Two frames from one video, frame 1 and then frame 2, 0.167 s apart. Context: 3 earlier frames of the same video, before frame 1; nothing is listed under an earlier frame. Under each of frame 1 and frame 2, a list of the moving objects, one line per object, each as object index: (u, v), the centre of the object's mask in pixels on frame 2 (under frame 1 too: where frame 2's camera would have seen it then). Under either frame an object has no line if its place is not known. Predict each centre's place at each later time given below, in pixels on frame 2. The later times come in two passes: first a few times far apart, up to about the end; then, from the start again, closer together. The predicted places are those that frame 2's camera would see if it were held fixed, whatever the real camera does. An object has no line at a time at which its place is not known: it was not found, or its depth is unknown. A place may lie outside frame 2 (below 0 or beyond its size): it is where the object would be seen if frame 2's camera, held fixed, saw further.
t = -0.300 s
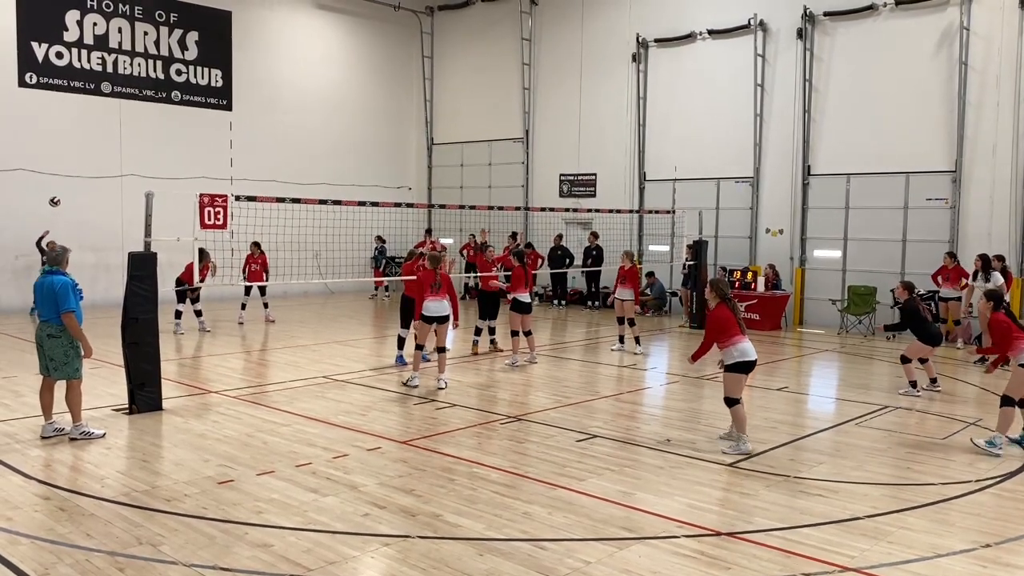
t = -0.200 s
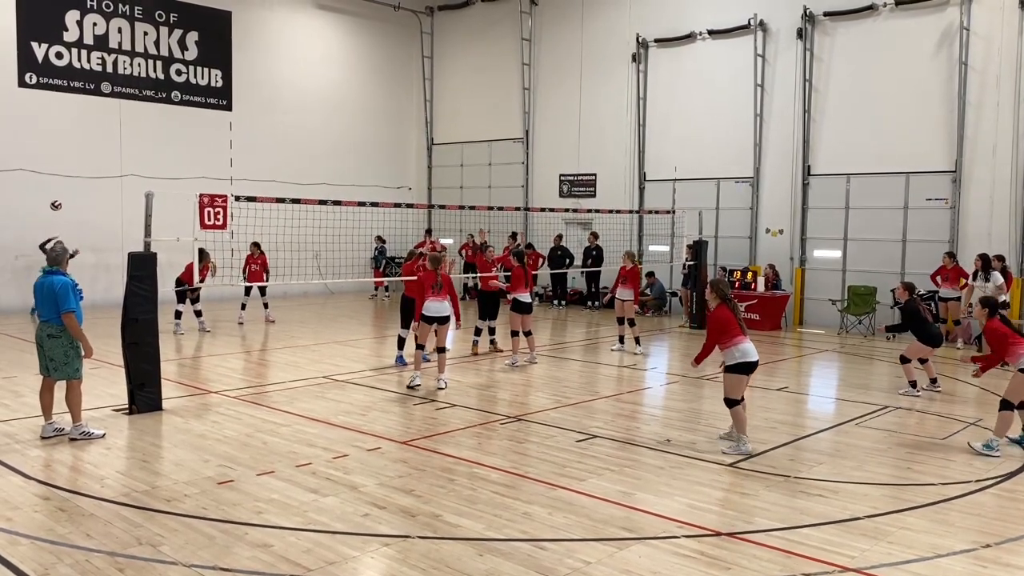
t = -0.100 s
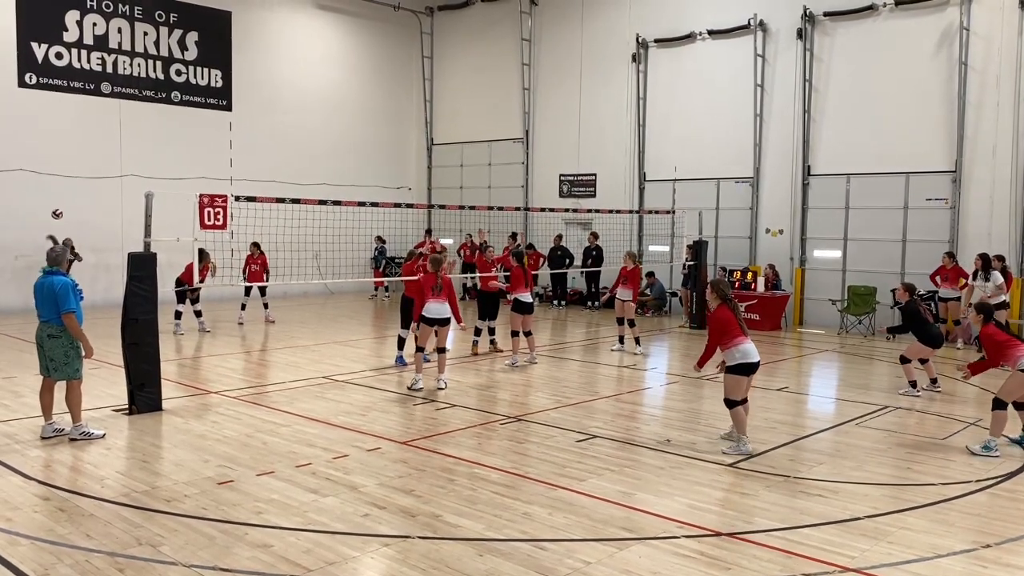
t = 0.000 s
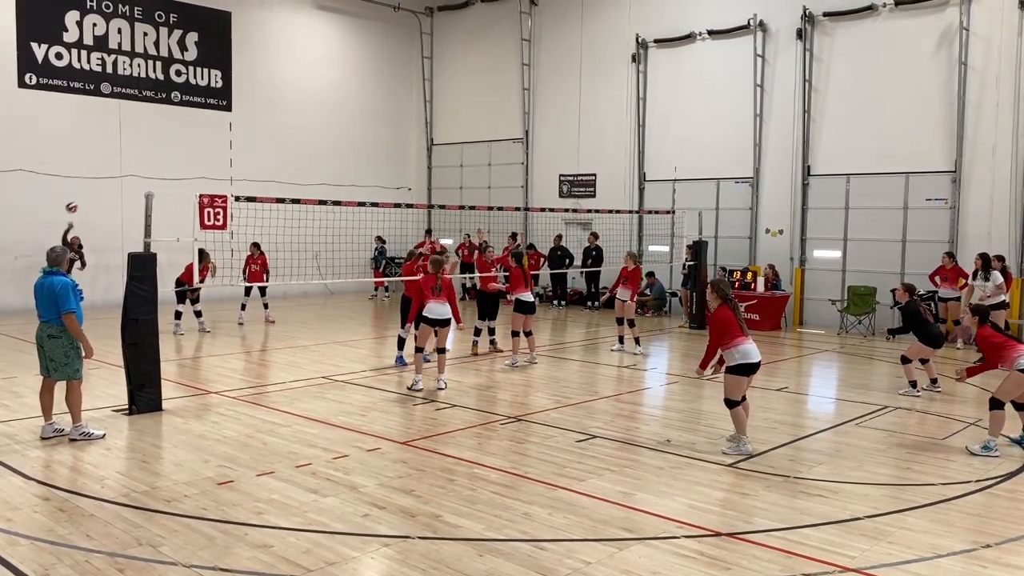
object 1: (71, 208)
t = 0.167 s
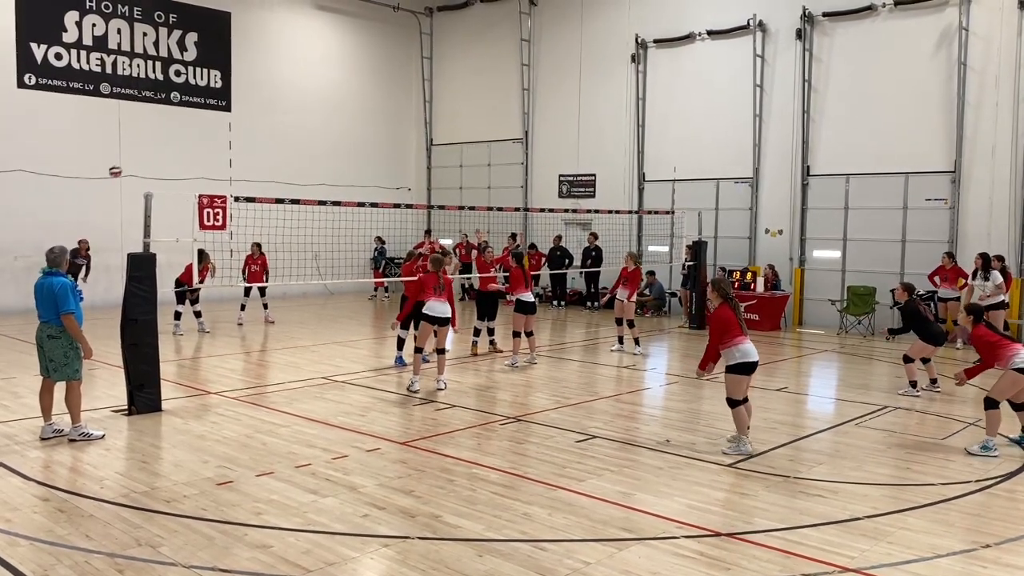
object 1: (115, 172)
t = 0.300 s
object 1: (155, 146)
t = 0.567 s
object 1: (264, 116)
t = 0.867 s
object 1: (439, 154)
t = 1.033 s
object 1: (573, 228)
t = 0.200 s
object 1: (125, 165)
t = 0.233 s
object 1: (134, 158)
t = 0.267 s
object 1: (145, 152)
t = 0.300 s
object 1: (155, 146)
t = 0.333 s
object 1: (168, 140)
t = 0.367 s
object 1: (180, 135)
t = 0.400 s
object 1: (193, 130)
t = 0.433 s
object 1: (206, 126)
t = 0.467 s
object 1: (220, 123)
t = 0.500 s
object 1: (235, 120)
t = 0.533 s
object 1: (249, 118)
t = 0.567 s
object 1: (264, 116)
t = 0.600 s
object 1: (280, 116)
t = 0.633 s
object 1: (297, 117)
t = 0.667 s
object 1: (314, 118)
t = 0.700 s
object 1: (333, 120)
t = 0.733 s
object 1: (352, 124)
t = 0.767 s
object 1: (372, 129)
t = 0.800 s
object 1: (393, 135)
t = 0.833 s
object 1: (415, 143)
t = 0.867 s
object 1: (439, 154)
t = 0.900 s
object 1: (463, 164)
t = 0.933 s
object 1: (488, 177)
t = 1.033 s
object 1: (573, 228)
